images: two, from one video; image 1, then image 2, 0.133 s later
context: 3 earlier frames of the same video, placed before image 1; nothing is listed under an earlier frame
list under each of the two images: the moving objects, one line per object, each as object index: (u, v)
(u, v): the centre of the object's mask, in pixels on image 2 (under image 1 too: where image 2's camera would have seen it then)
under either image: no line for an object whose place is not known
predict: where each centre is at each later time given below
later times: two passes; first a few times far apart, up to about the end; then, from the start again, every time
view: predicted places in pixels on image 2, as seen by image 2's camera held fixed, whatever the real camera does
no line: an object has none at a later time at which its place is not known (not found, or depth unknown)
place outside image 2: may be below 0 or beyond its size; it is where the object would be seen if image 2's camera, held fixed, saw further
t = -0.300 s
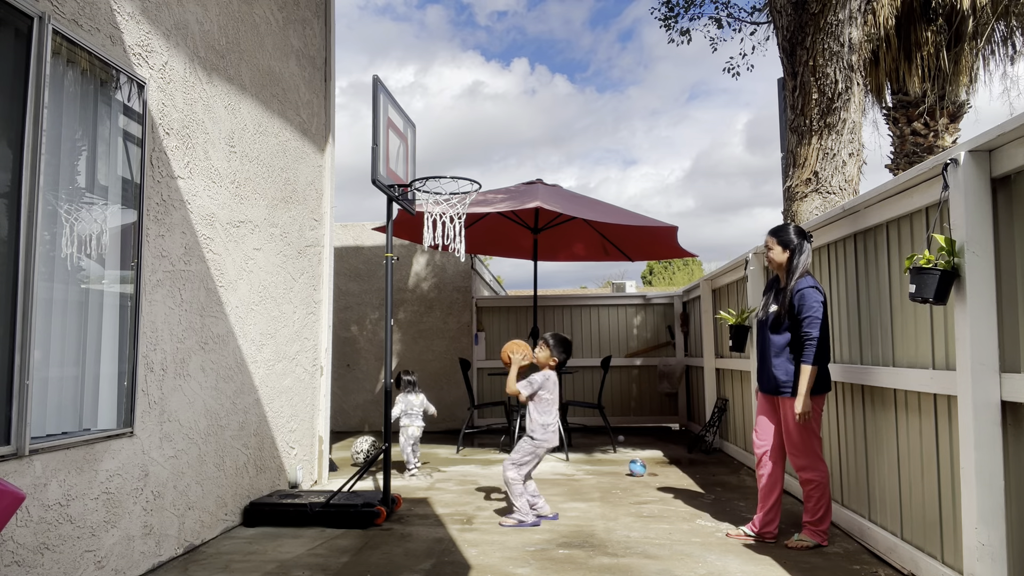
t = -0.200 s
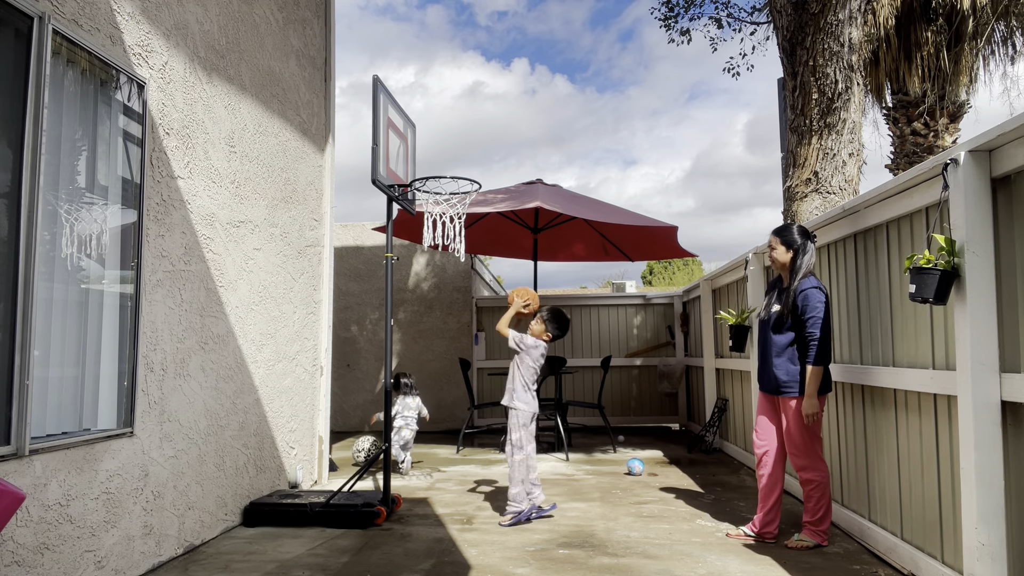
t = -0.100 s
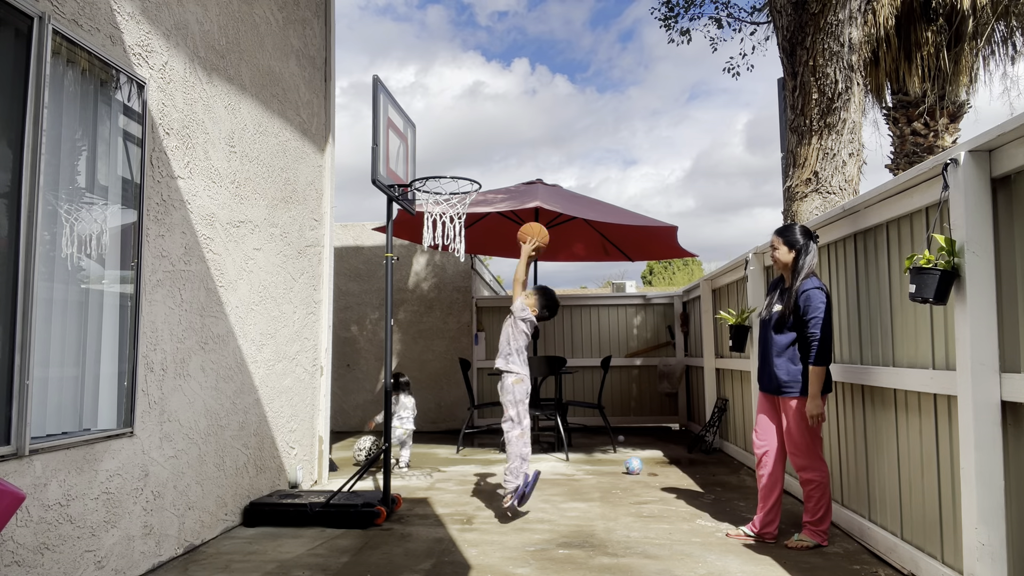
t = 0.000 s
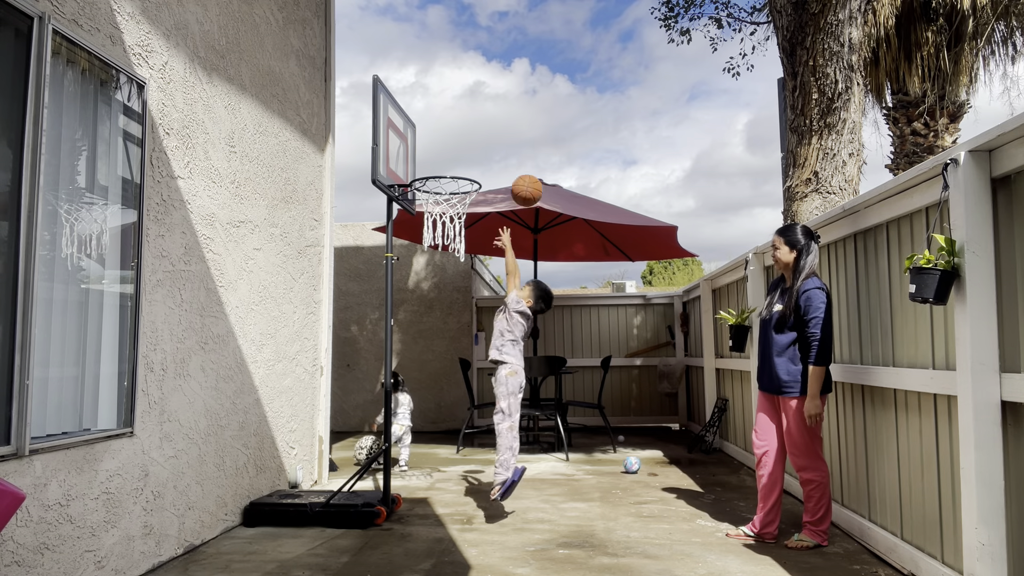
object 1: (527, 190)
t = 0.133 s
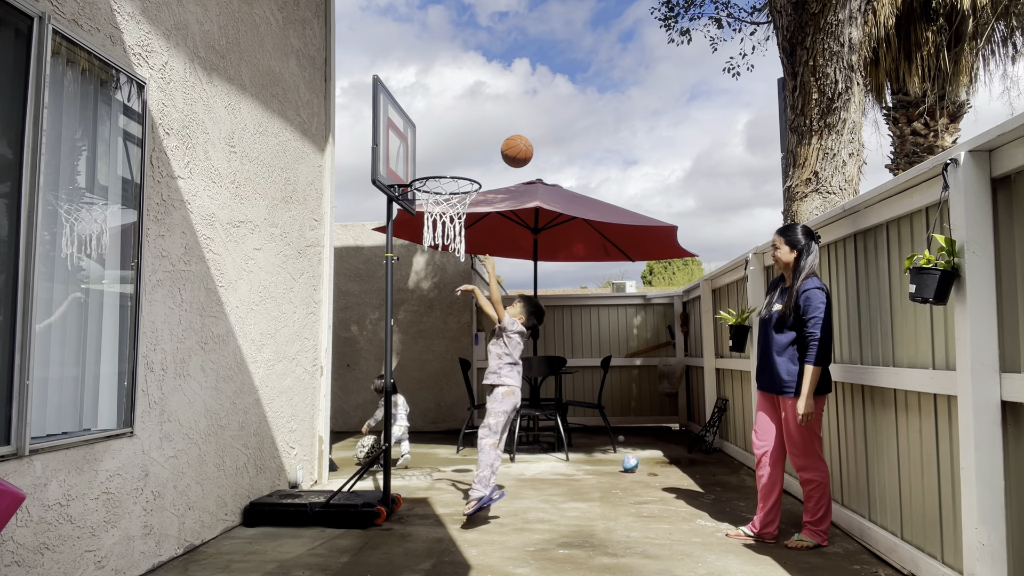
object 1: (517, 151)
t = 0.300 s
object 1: (506, 145)
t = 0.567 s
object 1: (485, 244)
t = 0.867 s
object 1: (462, 537)
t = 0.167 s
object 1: (515, 146)
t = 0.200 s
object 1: (512, 143)
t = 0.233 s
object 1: (510, 142)
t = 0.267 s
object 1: (508, 143)
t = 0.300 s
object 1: (506, 145)
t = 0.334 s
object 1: (503, 150)
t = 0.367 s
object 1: (500, 157)
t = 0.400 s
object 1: (498, 166)
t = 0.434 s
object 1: (495, 177)
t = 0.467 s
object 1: (493, 191)
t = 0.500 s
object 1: (490, 206)
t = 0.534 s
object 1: (487, 224)
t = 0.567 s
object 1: (485, 244)
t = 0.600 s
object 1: (483, 267)
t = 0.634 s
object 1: (480, 292)
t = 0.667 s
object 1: (478, 320)
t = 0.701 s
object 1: (475, 352)
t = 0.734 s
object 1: (473, 386)
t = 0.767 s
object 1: (470, 423)
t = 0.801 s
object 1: (466, 463)
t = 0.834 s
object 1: (463, 507)
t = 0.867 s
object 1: (462, 537)
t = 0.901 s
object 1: (464, 498)
